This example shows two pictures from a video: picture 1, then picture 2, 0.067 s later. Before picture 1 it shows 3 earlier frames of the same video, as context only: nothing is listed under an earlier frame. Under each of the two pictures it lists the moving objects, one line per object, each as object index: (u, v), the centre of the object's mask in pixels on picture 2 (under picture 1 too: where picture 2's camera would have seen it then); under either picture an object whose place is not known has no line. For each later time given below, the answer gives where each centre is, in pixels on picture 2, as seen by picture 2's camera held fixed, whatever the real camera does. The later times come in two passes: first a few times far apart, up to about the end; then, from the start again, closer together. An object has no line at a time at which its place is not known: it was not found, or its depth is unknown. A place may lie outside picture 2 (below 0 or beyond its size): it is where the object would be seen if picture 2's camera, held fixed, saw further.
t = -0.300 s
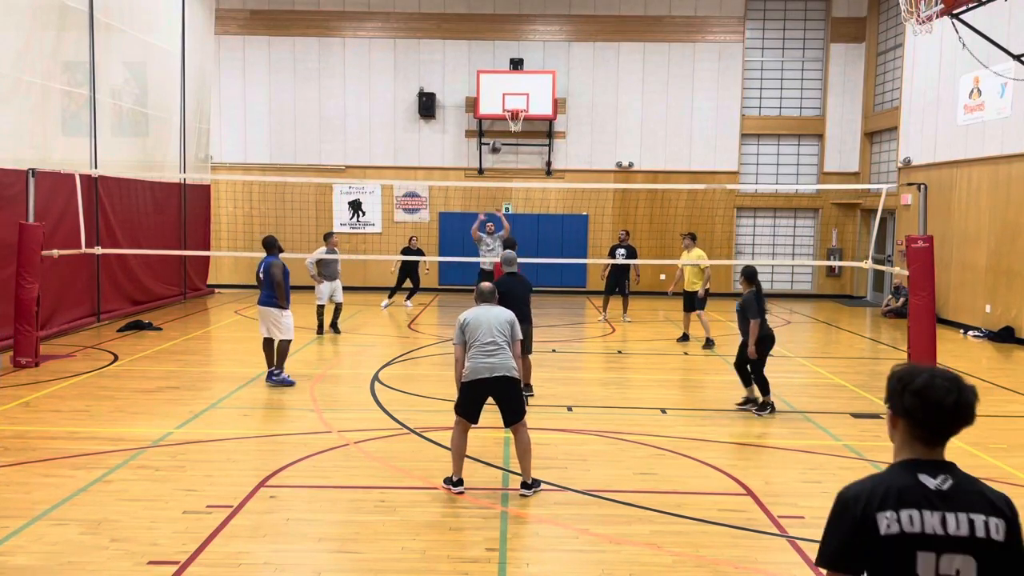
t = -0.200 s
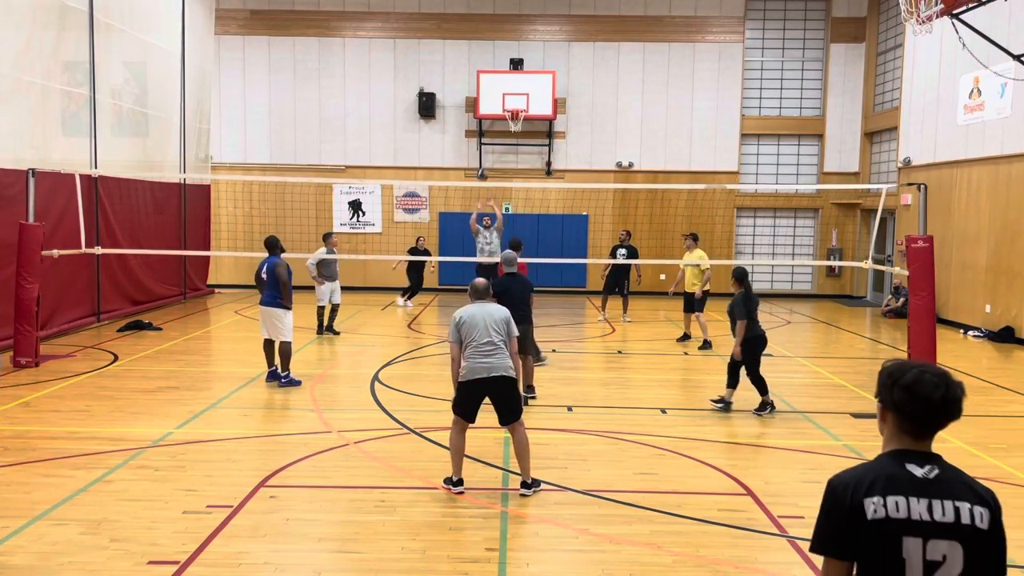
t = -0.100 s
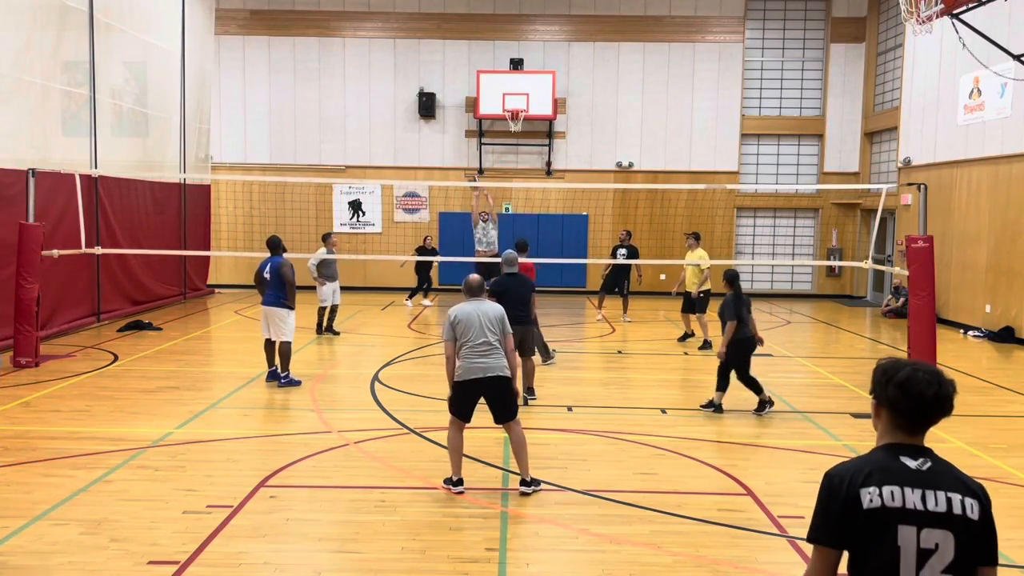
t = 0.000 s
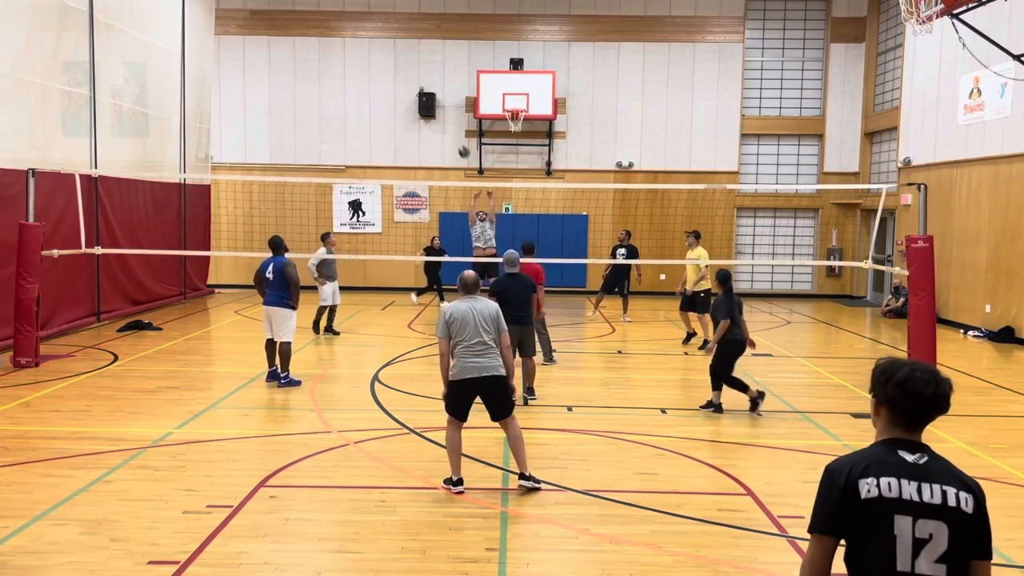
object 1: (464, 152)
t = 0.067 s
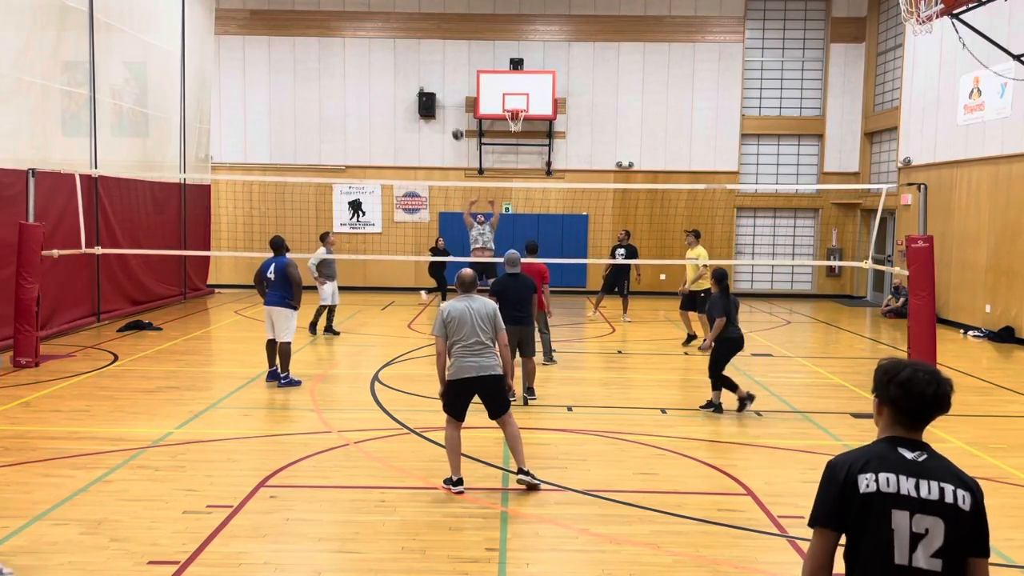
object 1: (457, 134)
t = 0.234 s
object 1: (441, 101)
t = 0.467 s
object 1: (418, 78)
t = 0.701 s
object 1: (393, 88)
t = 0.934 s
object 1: (367, 131)
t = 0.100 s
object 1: (454, 126)
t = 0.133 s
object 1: (451, 119)
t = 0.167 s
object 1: (448, 112)
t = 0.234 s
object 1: (441, 101)
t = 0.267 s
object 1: (439, 96)
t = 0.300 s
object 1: (435, 91)
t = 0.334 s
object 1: (432, 87)
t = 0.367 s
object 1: (428, 84)
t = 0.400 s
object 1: (425, 82)
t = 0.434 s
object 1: (421, 80)
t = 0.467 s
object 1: (418, 78)
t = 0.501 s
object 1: (414, 78)
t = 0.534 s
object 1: (411, 78)
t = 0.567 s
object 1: (407, 78)
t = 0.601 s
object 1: (404, 80)
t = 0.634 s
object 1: (401, 82)
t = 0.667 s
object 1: (397, 85)
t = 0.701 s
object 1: (393, 88)
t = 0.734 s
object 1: (389, 92)
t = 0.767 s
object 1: (386, 97)
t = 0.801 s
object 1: (382, 102)
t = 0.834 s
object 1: (378, 108)
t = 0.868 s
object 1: (374, 115)
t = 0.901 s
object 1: (371, 123)
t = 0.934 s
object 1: (367, 131)
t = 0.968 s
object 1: (363, 140)
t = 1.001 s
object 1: (359, 149)
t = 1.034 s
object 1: (356, 159)
